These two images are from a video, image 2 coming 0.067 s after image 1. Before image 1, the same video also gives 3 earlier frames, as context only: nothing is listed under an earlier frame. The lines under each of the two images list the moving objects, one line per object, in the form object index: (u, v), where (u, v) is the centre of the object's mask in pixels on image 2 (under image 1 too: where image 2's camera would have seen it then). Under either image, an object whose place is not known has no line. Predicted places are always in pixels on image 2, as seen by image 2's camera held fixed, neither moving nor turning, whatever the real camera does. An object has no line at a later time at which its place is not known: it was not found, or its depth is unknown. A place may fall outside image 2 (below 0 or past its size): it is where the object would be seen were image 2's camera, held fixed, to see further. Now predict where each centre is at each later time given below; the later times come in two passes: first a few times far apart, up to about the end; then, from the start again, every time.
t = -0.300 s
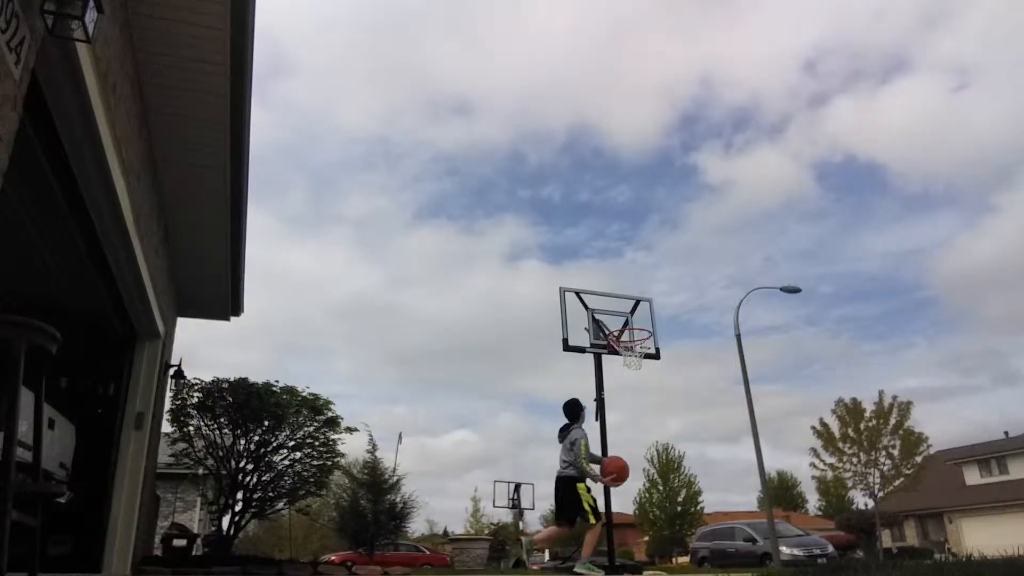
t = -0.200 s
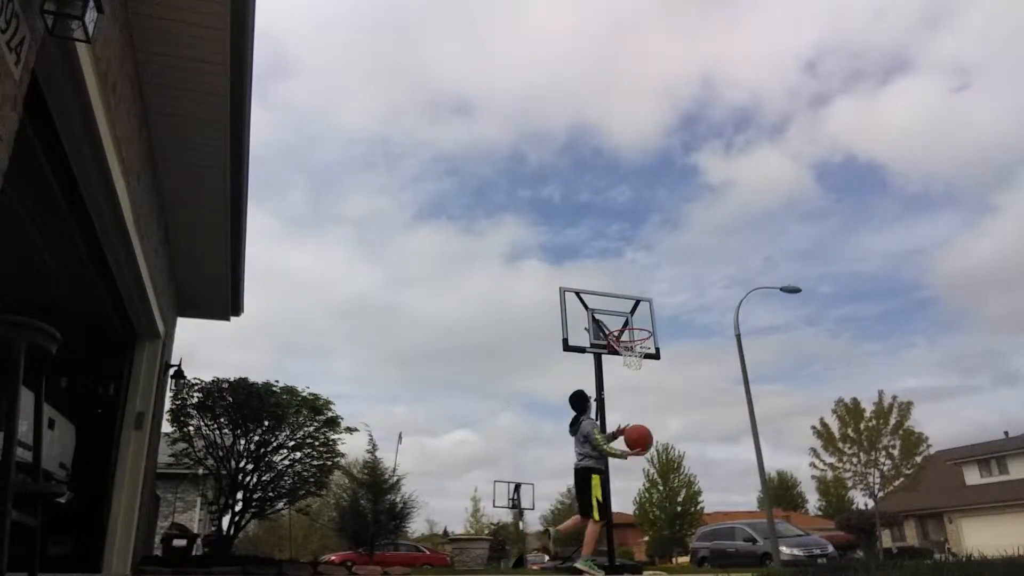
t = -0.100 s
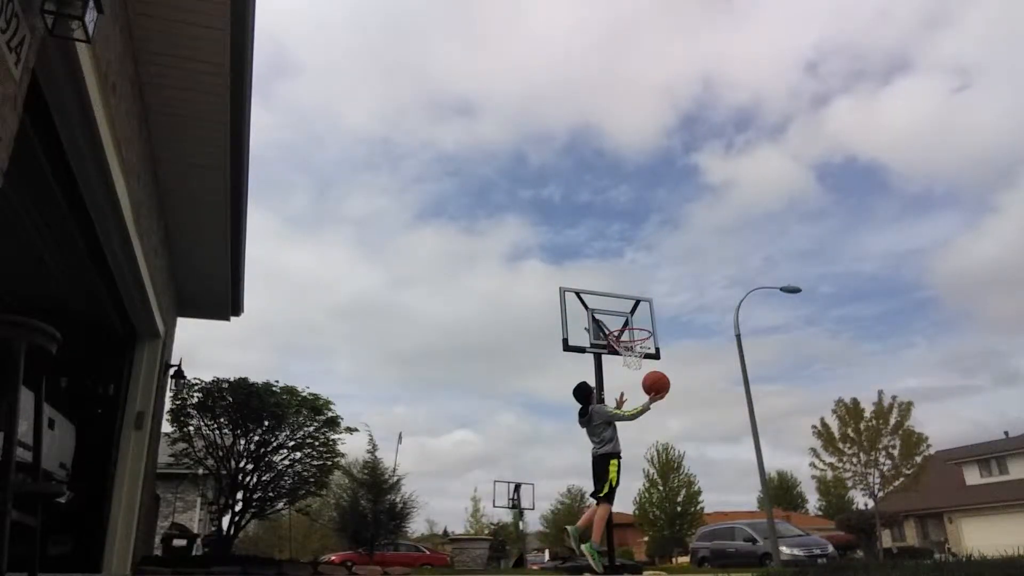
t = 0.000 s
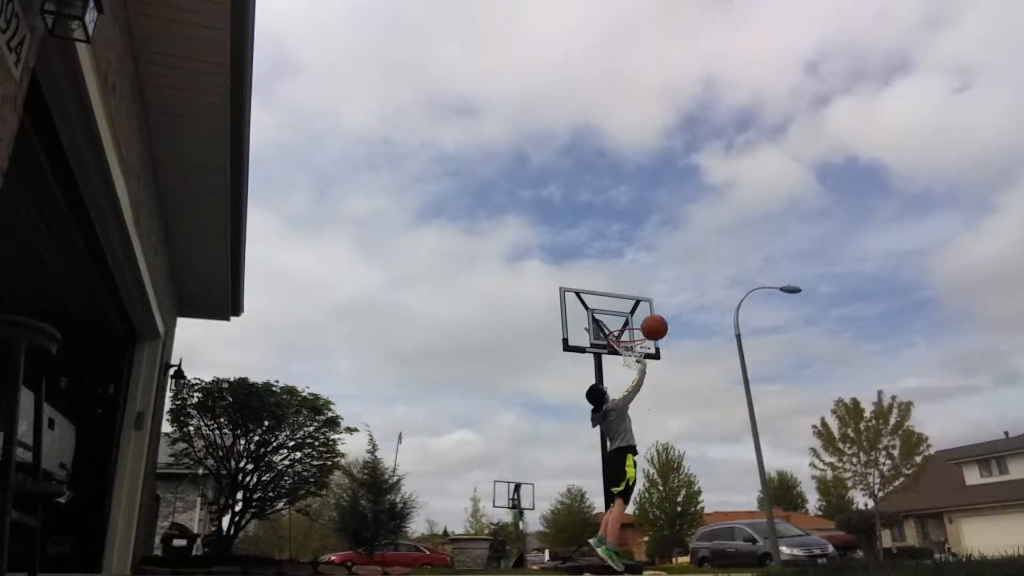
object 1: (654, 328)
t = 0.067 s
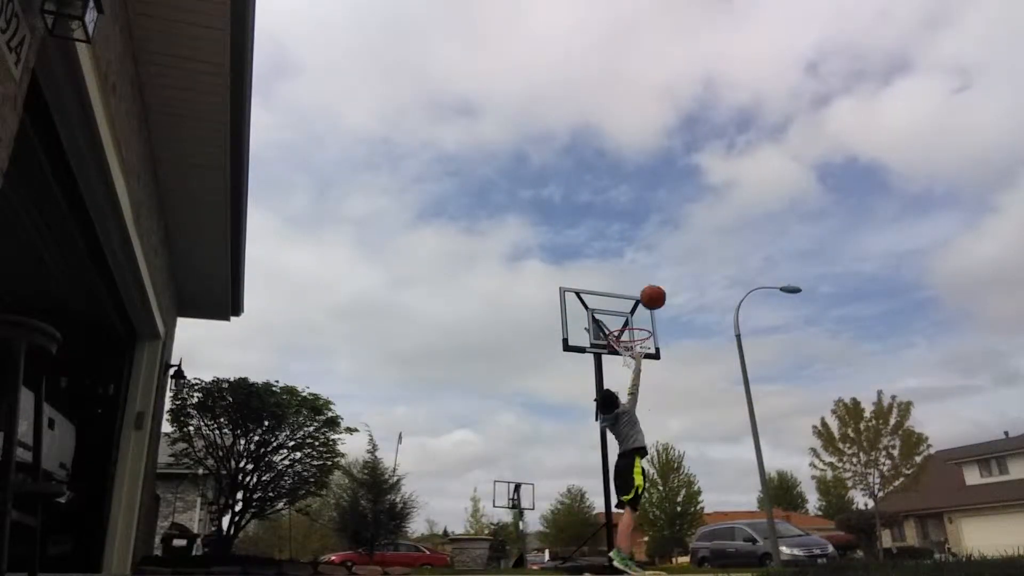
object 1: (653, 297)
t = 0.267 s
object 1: (651, 239)
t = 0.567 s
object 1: (655, 224)
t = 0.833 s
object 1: (665, 274)
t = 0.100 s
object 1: (652, 284)
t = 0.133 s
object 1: (652, 273)
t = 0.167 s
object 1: (651, 263)
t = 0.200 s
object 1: (651, 254)
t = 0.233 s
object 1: (651, 246)
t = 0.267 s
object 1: (651, 239)
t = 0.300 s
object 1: (651, 234)
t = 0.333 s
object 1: (651, 229)
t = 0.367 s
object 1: (652, 225)
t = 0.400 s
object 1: (652, 223)
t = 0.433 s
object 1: (652, 221)
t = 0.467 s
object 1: (653, 221)
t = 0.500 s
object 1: (653, 221)
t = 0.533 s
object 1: (654, 222)
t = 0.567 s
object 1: (655, 224)
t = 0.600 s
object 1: (656, 227)
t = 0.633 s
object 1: (657, 231)
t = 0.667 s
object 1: (658, 236)
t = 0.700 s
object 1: (659, 242)
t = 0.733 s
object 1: (661, 248)
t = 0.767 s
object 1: (662, 256)
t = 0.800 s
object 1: (664, 264)
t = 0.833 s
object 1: (665, 274)
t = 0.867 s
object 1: (667, 284)
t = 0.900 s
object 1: (669, 296)
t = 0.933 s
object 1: (671, 308)
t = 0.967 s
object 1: (673, 321)
